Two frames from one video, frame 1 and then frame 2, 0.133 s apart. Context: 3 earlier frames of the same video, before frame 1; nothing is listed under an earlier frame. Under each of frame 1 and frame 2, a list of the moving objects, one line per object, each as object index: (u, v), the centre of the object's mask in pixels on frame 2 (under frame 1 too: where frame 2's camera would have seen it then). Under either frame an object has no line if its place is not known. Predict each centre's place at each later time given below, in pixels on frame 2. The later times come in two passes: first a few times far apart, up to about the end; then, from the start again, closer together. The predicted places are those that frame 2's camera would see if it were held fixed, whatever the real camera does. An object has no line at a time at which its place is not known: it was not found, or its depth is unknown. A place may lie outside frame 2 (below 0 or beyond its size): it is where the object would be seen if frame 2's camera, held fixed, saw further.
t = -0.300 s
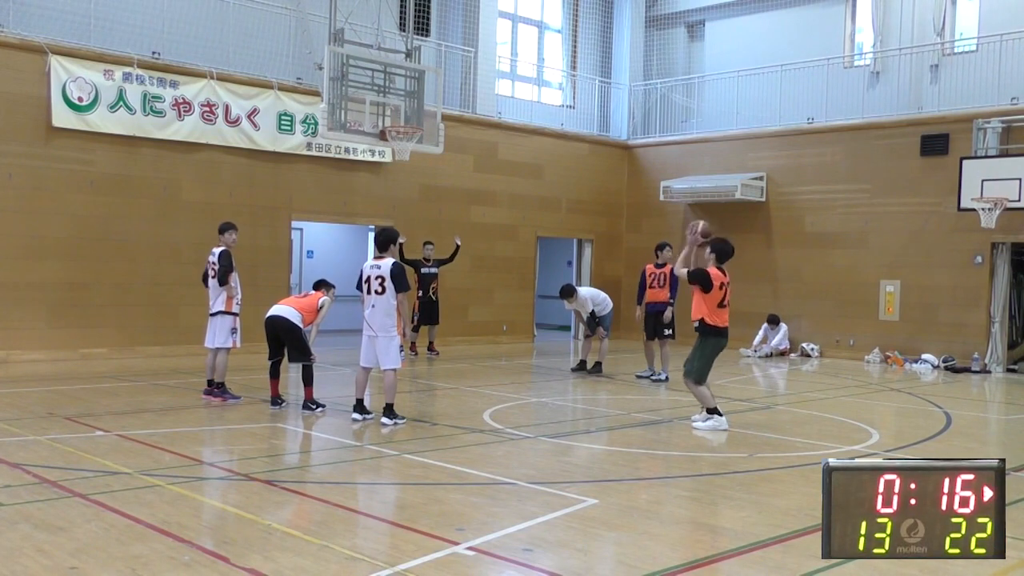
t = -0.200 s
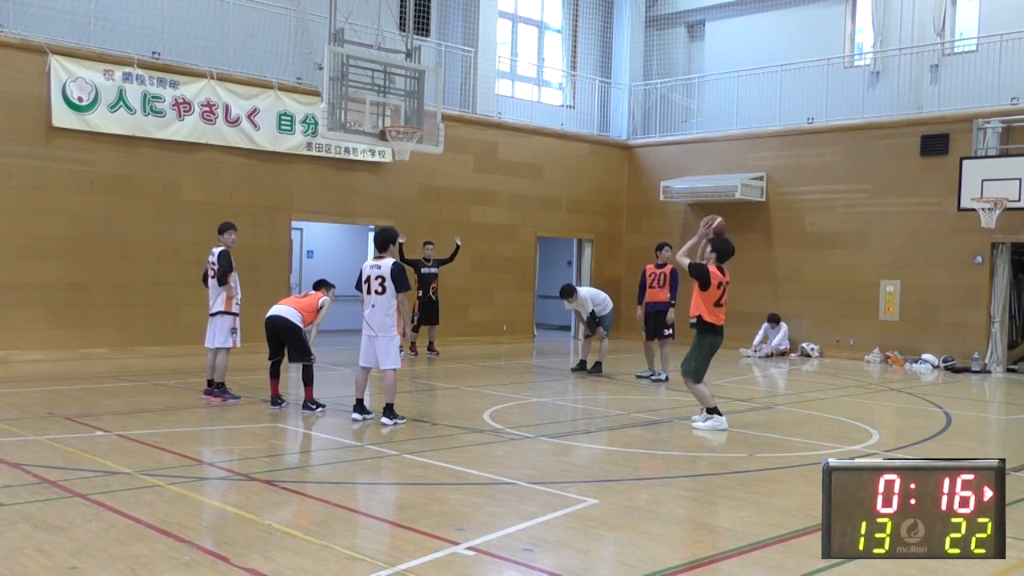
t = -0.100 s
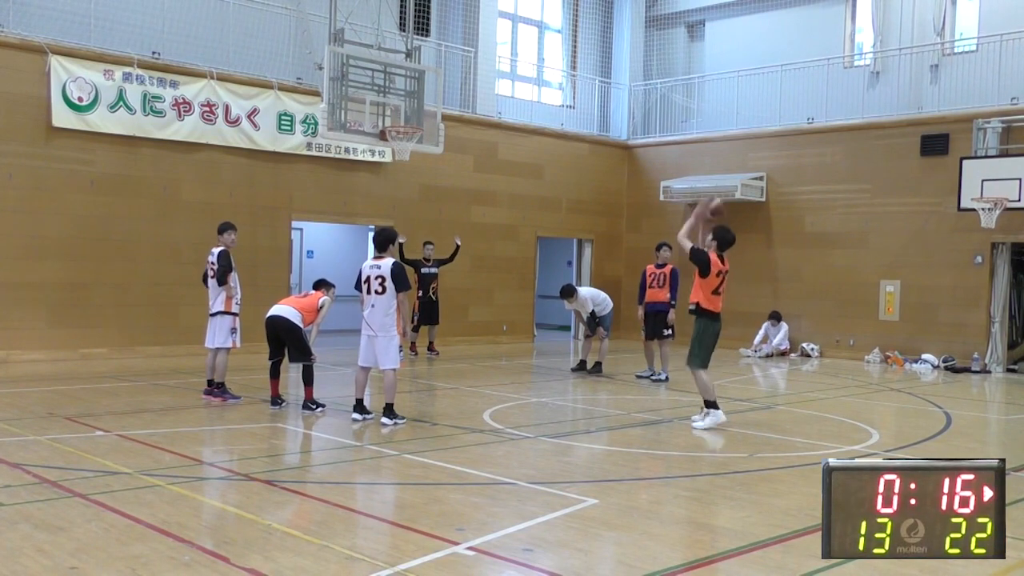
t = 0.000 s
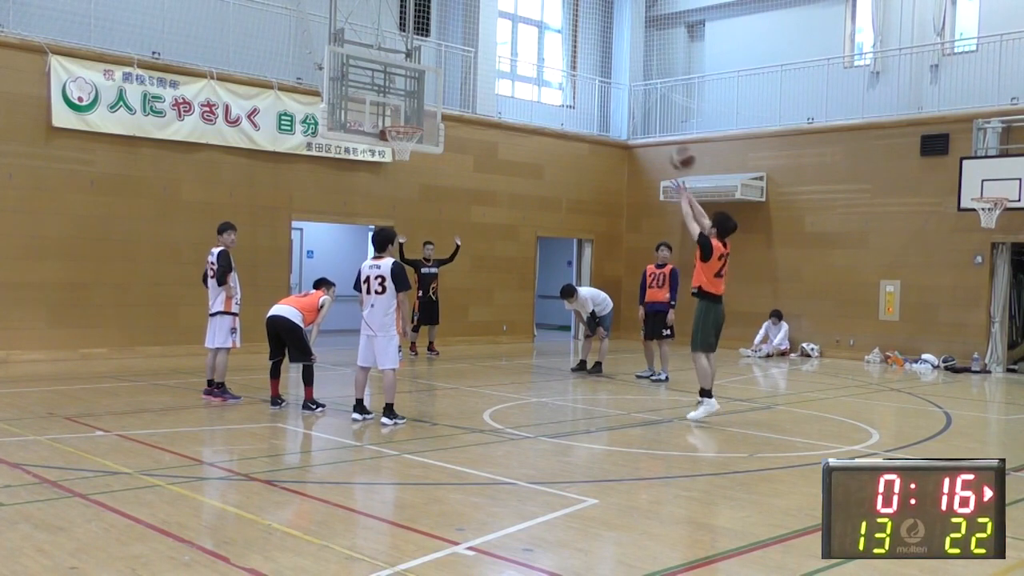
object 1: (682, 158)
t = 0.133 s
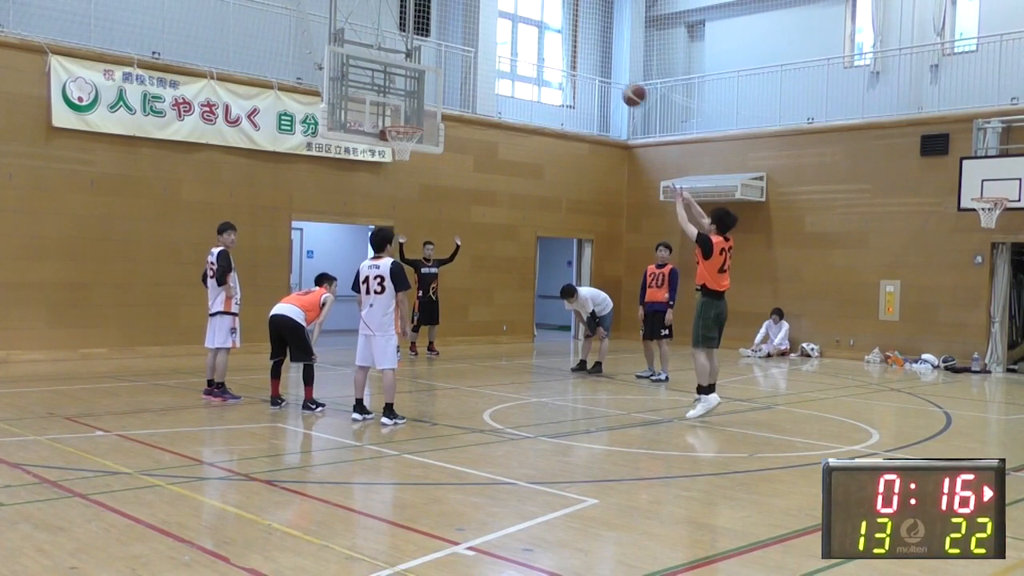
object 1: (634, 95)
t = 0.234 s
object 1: (600, 62)
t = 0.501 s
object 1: (519, 26)
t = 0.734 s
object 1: (457, 48)
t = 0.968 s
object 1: (401, 110)
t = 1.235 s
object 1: (414, 100)
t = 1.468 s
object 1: (434, 120)
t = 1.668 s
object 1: (452, 175)
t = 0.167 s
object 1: (623, 83)
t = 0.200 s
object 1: (612, 72)
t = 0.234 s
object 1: (600, 62)
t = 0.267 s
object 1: (589, 54)
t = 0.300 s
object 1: (579, 47)
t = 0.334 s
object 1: (569, 40)
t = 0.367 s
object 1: (558, 35)
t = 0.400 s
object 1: (548, 31)
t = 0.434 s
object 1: (539, 29)
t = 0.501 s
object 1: (519, 26)
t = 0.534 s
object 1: (510, 26)
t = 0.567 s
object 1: (500, 27)
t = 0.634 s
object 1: (483, 33)
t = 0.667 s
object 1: (474, 37)
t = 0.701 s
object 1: (466, 42)
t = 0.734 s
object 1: (457, 48)
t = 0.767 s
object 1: (449, 55)
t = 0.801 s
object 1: (442, 61)
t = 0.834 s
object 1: (433, 70)
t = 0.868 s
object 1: (426, 80)
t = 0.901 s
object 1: (417, 88)
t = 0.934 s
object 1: (409, 99)
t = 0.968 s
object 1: (401, 110)
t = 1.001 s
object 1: (396, 117)
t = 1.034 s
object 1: (395, 117)
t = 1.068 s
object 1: (399, 113)
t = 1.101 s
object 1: (402, 109)
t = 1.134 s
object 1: (405, 105)
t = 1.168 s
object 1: (408, 103)
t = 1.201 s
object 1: (410, 102)
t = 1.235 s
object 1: (414, 100)
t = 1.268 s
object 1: (417, 101)
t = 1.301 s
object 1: (420, 102)
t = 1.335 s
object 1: (423, 104)
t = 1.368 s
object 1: (427, 107)
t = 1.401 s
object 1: (430, 111)
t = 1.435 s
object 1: (433, 115)
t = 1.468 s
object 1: (434, 120)
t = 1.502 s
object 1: (438, 128)
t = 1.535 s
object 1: (441, 135)
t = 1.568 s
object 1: (444, 144)
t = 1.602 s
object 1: (446, 154)
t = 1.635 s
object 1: (449, 164)
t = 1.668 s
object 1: (452, 175)
